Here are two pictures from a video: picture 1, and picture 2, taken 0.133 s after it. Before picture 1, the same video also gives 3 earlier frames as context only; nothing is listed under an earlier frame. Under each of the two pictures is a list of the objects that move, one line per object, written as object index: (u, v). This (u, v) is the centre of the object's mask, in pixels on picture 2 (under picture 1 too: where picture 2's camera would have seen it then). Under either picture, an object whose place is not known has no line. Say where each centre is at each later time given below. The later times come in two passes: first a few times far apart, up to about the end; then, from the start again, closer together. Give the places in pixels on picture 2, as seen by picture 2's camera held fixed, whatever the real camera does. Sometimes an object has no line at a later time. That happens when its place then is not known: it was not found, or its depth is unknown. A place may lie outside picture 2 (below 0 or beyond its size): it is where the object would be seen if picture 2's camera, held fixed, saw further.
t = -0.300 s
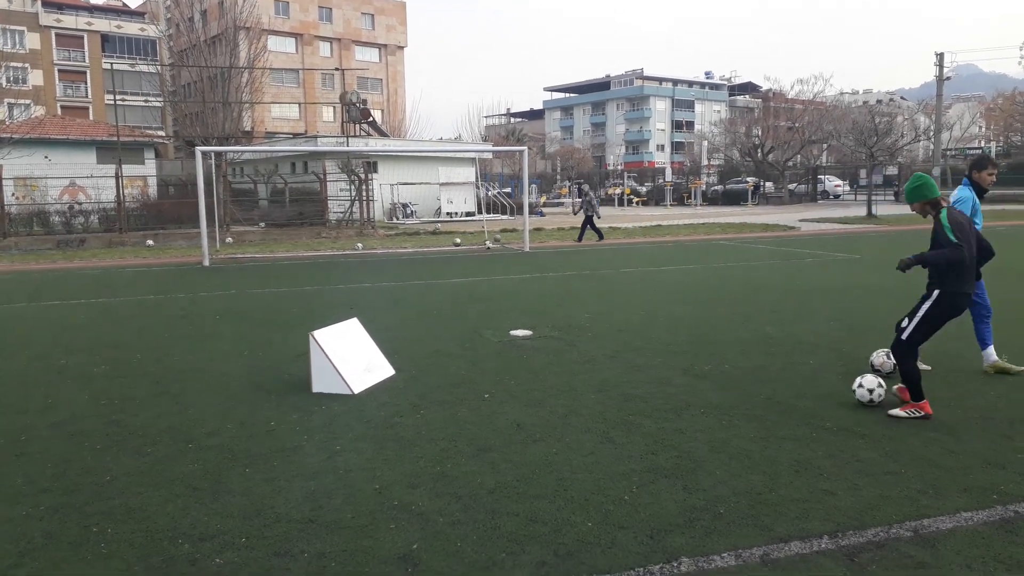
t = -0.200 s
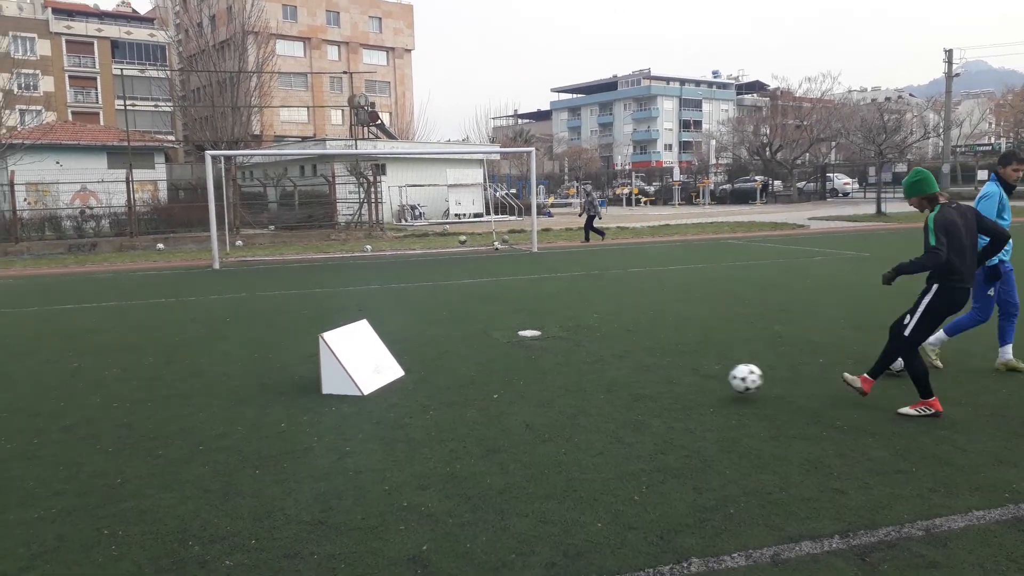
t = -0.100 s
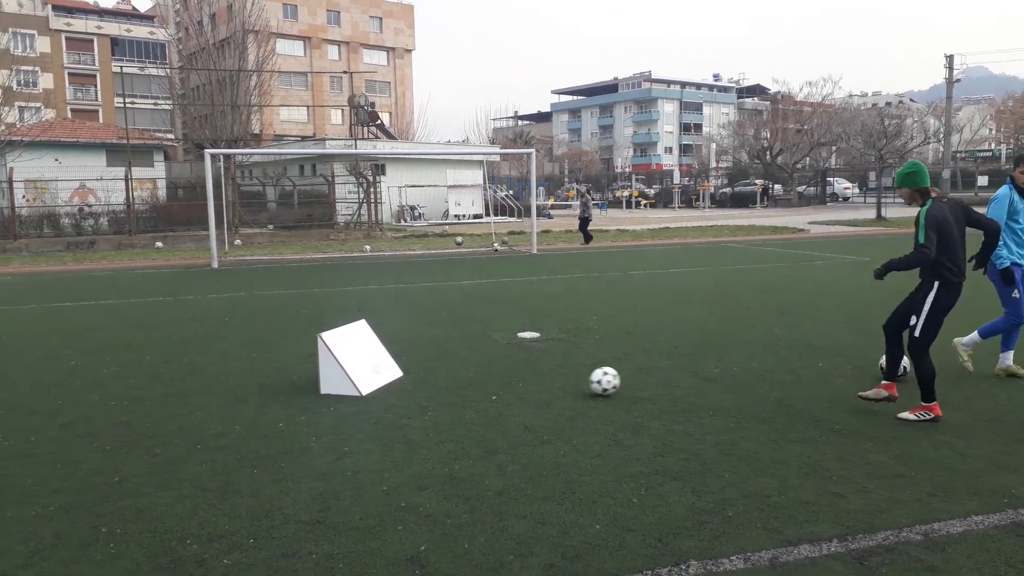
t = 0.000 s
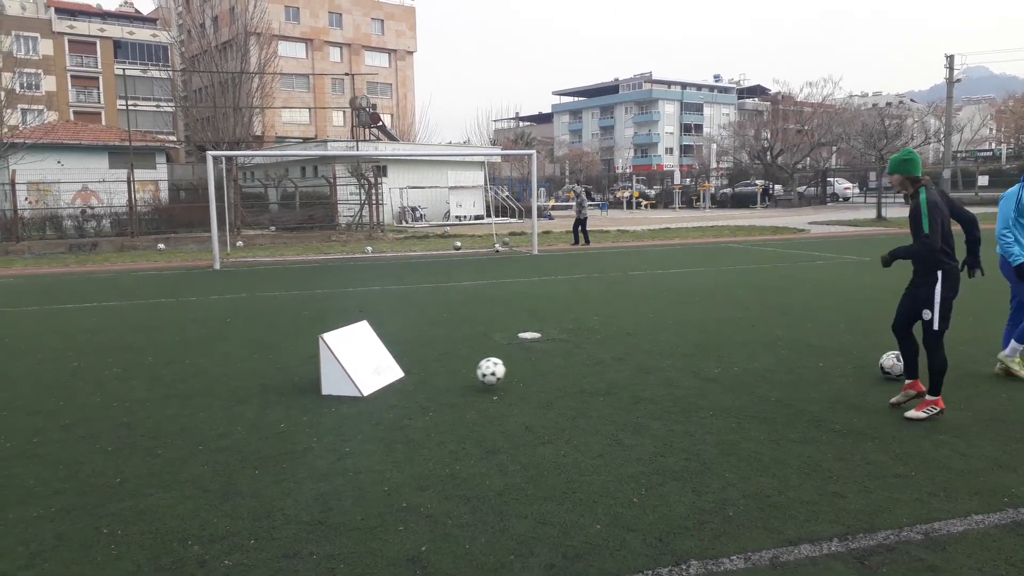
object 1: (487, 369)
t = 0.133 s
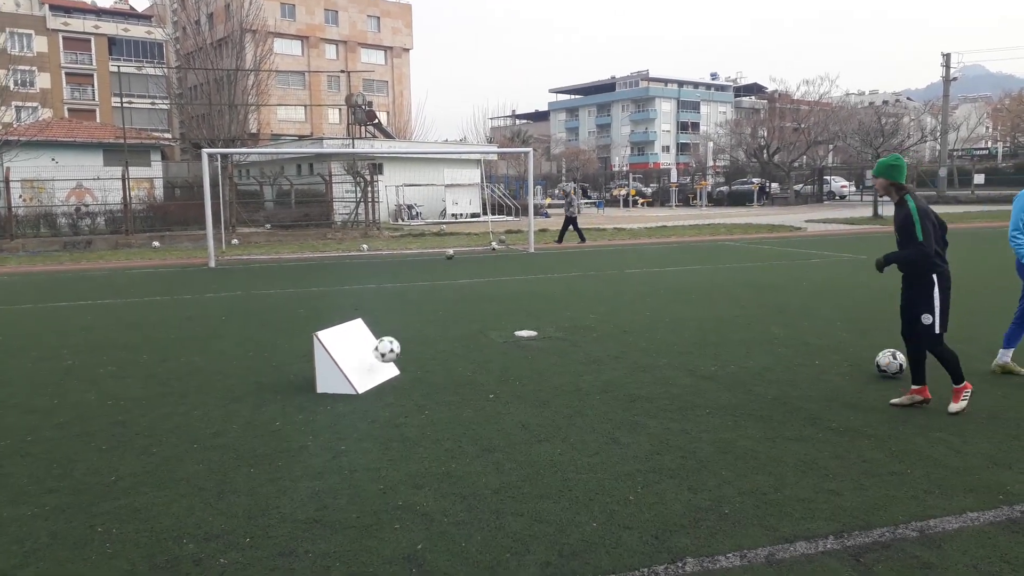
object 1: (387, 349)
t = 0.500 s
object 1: (472, 182)
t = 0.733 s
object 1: (533, 150)
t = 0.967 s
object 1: (598, 191)
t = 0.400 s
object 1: (447, 214)
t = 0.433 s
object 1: (454, 203)
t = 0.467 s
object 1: (464, 192)
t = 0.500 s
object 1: (472, 182)
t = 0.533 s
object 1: (480, 173)
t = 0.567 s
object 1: (488, 165)
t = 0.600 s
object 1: (497, 159)
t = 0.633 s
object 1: (505, 156)
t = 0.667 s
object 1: (514, 153)
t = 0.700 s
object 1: (524, 151)
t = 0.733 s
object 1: (533, 150)
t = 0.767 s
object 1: (542, 151)
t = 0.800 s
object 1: (550, 154)
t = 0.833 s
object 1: (560, 159)
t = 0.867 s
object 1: (569, 165)
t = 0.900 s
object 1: (580, 172)
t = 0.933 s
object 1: (589, 181)
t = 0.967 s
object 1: (598, 191)
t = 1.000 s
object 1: (608, 203)
